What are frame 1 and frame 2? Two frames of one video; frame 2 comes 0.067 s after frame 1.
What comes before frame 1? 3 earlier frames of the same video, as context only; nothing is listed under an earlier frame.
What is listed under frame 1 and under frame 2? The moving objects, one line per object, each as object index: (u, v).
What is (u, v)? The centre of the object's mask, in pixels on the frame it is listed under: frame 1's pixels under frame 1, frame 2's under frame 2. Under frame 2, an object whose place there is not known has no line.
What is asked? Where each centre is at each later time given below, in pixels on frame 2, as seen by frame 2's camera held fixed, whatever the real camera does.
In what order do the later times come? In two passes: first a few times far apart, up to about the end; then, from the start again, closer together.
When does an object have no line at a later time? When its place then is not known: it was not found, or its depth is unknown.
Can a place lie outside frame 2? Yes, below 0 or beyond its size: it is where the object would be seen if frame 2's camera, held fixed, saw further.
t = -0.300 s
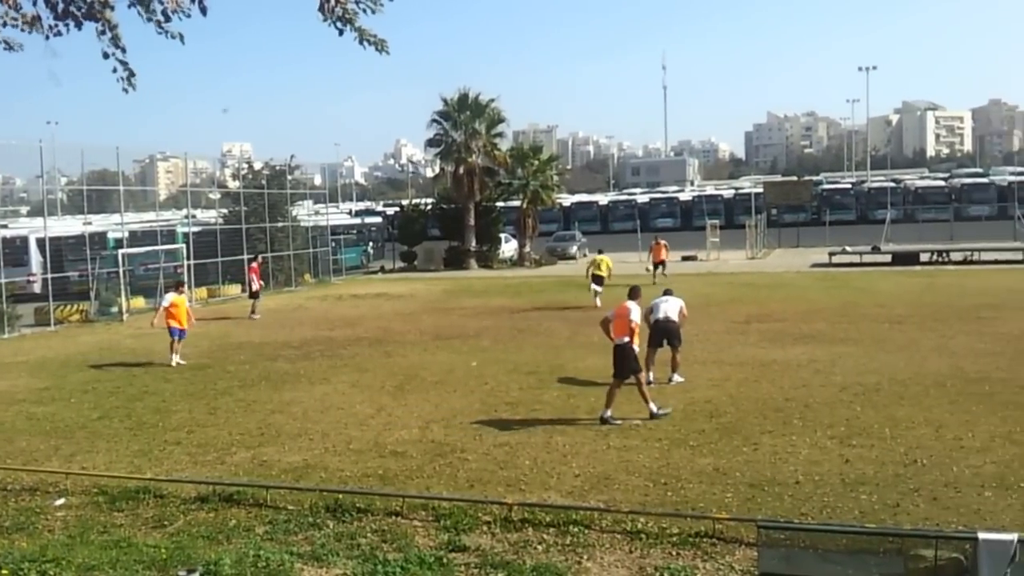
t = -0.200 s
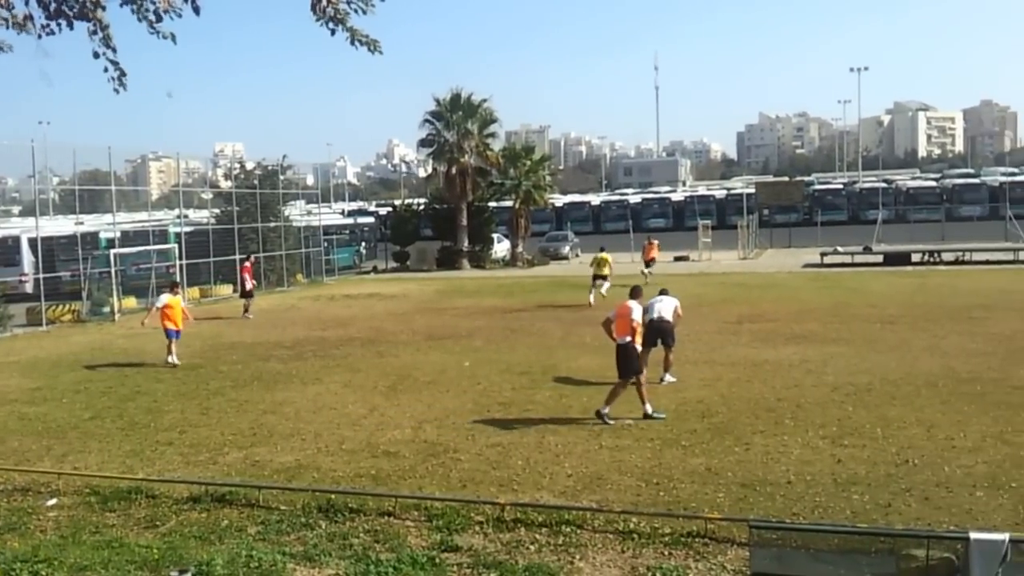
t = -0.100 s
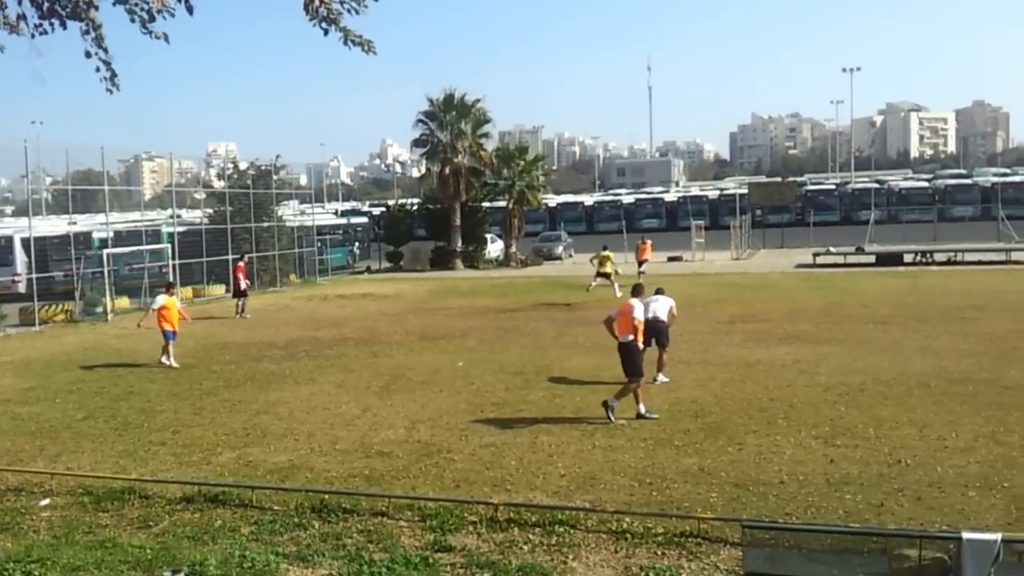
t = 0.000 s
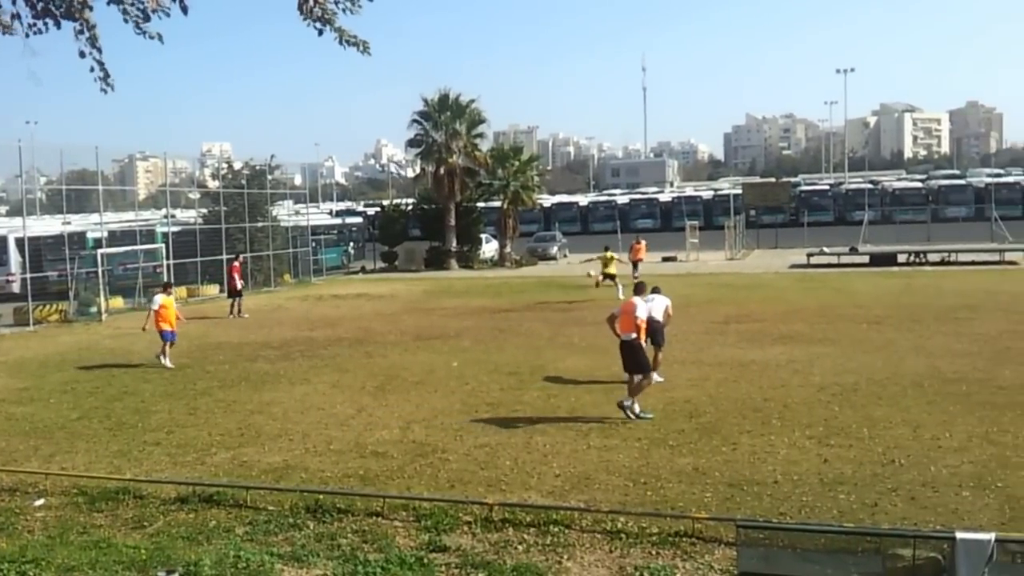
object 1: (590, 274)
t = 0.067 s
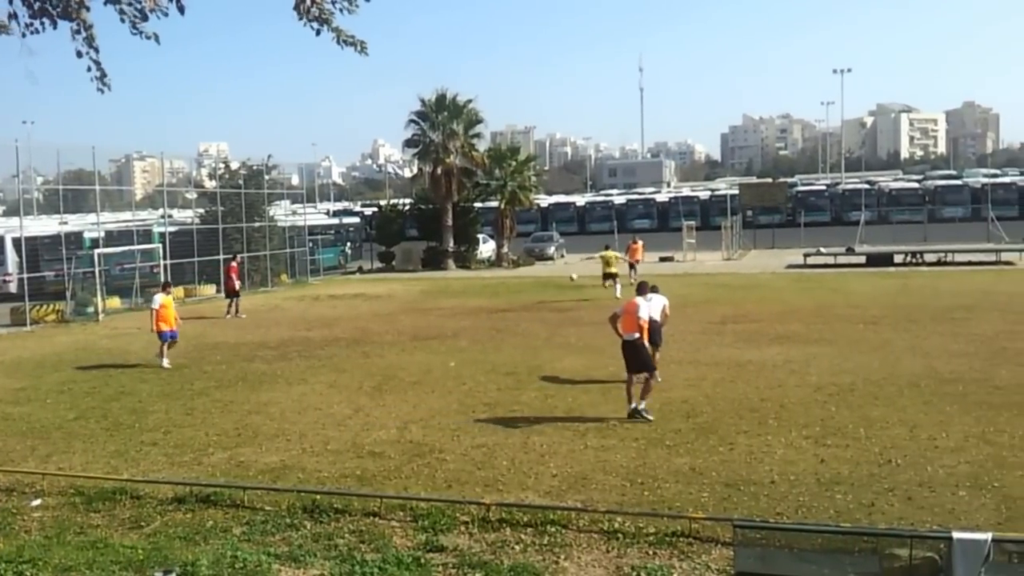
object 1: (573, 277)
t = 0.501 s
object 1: (485, 298)
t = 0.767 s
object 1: (439, 312)
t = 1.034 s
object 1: (394, 320)
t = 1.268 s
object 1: (353, 325)
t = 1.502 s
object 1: (310, 331)
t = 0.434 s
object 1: (498, 297)
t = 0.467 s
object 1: (492, 298)
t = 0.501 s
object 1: (485, 298)
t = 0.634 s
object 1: (461, 308)
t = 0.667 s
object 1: (455, 311)
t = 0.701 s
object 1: (450, 312)
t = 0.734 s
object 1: (444, 311)
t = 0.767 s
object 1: (439, 312)
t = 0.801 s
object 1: (433, 312)
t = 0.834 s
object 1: (428, 313)
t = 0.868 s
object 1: (422, 315)
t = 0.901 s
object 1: (417, 317)
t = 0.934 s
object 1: (411, 318)
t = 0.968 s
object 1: (405, 318)
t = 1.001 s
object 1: (400, 319)
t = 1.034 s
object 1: (394, 320)
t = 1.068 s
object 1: (388, 321)
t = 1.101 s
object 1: (382, 322)
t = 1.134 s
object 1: (377, 322)
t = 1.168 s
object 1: (370, 321)
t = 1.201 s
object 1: (365, 322)
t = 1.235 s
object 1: (359, 323)
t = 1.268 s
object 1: (353, 325)
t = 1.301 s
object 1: (347, 327)
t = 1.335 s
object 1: (341, 329)
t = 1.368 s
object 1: (335, 329)
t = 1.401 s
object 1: (329, 329)
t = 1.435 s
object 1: (322, 329)
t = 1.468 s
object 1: (316, 330)
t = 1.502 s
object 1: (310, 331)
